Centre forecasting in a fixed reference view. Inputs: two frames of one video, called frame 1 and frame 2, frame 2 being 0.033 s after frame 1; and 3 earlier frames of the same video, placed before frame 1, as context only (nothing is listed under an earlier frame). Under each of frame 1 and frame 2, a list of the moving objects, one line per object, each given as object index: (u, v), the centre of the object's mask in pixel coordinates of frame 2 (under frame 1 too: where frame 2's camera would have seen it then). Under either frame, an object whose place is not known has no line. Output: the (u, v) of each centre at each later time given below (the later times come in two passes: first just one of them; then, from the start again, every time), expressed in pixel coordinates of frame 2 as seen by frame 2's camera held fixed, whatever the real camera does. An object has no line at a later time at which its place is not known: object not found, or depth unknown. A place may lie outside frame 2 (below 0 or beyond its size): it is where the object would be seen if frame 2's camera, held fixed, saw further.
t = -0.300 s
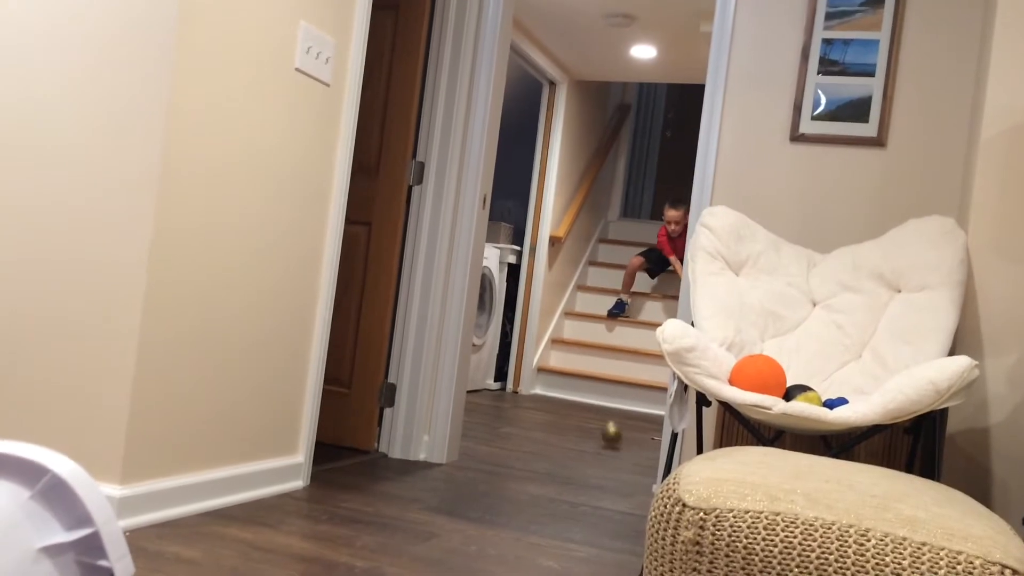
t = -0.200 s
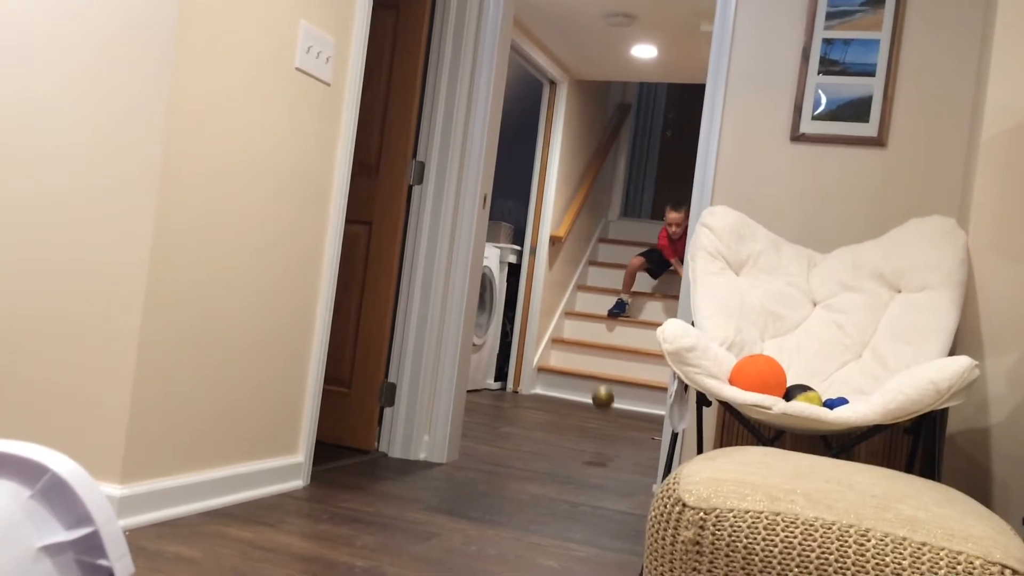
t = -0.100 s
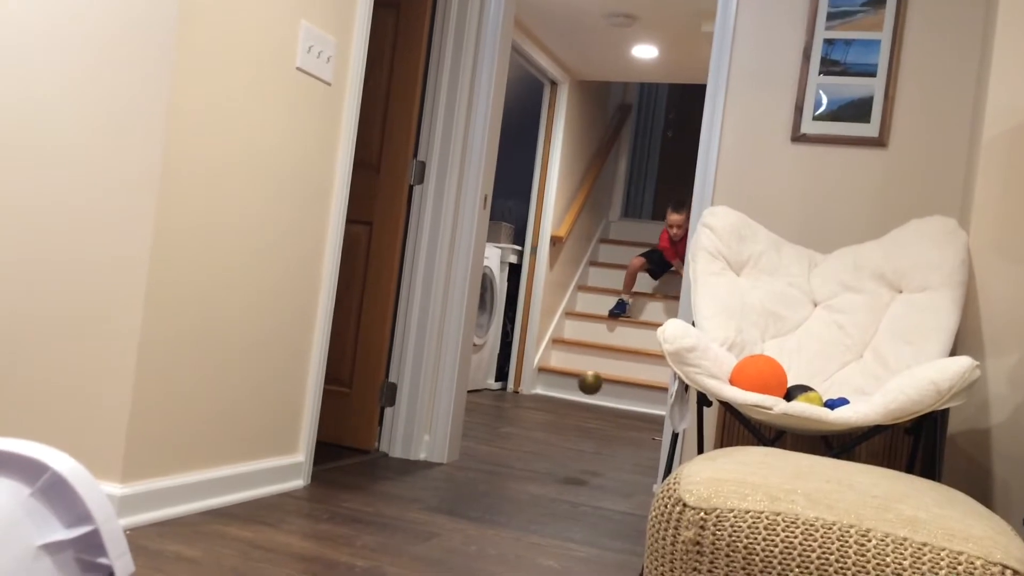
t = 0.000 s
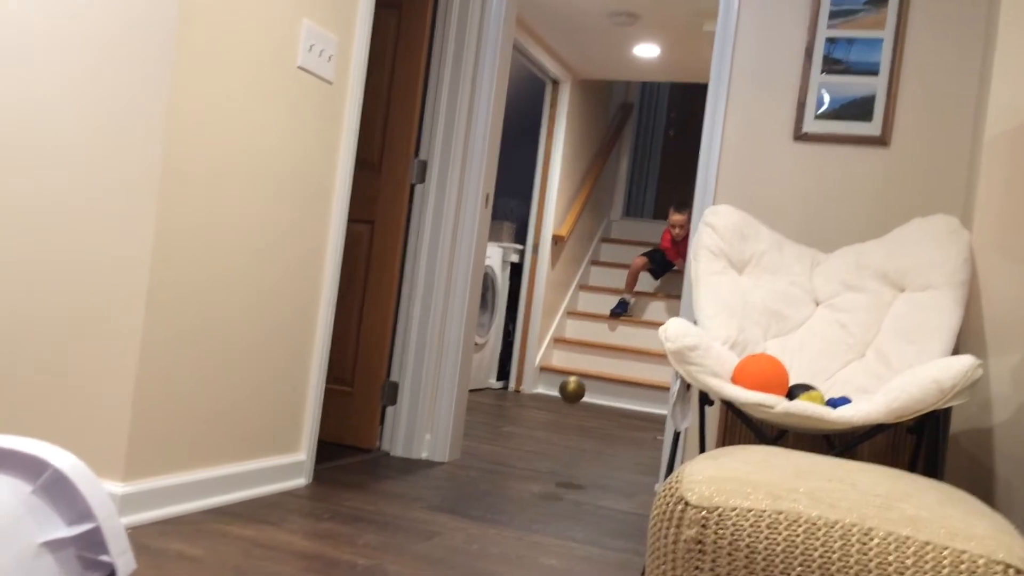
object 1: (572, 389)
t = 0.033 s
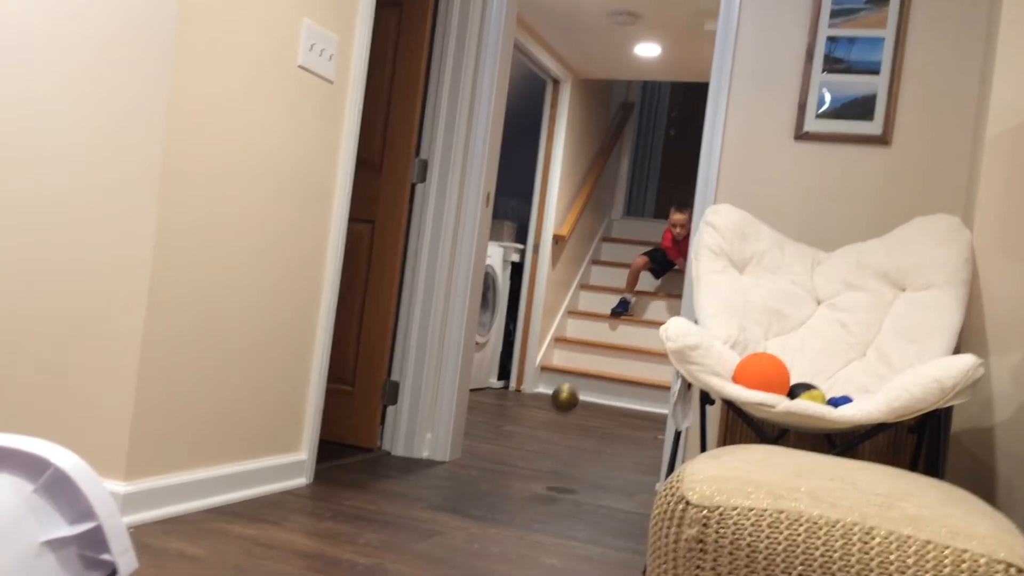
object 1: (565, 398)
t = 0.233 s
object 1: (503, 465)
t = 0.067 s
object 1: (555, 411)
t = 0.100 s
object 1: (546, 428)
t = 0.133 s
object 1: (535, 451)
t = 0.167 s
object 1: (521, 481)
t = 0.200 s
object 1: (512, 476)
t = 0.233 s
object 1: (503, 465)
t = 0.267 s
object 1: (494, 457)
